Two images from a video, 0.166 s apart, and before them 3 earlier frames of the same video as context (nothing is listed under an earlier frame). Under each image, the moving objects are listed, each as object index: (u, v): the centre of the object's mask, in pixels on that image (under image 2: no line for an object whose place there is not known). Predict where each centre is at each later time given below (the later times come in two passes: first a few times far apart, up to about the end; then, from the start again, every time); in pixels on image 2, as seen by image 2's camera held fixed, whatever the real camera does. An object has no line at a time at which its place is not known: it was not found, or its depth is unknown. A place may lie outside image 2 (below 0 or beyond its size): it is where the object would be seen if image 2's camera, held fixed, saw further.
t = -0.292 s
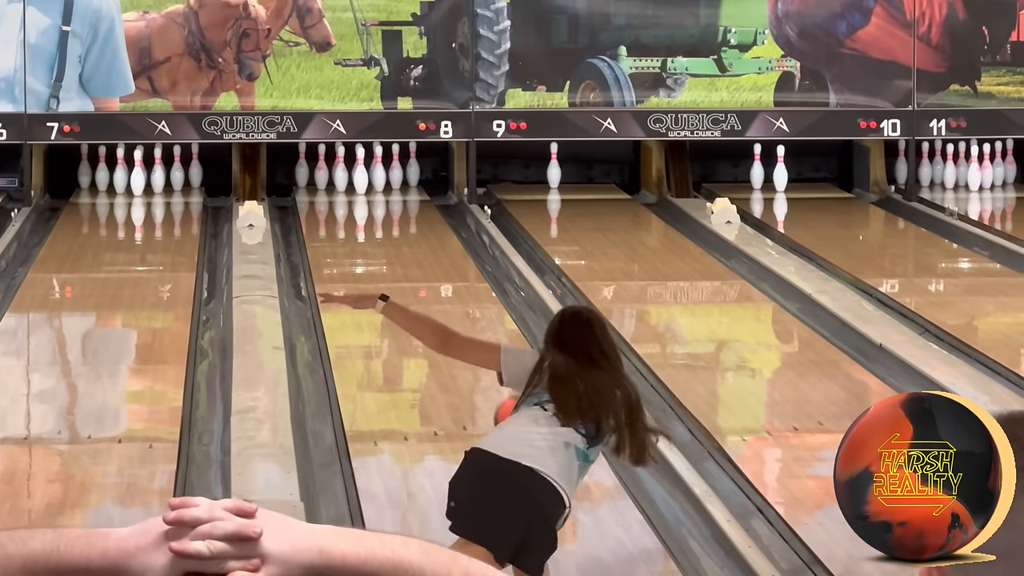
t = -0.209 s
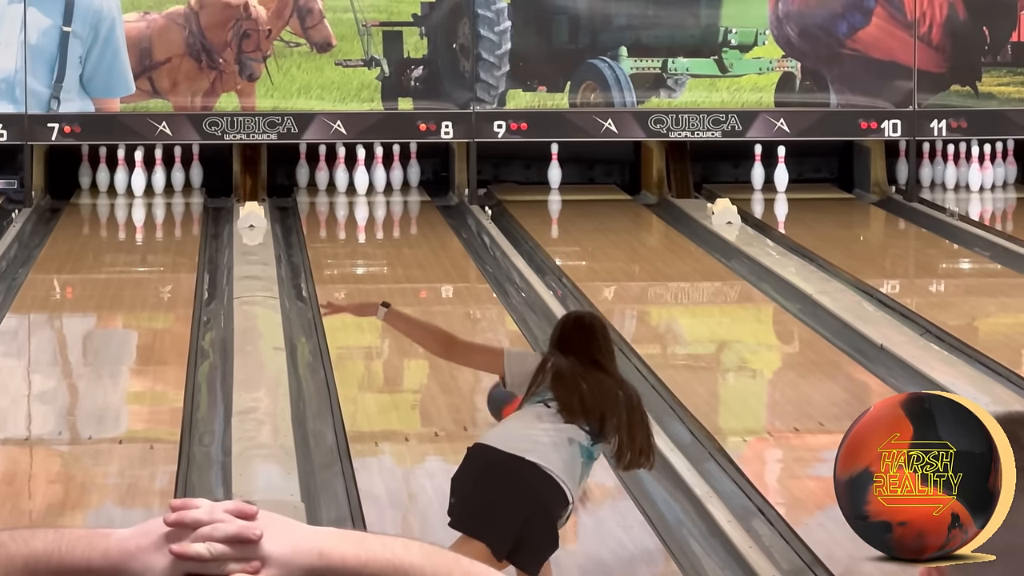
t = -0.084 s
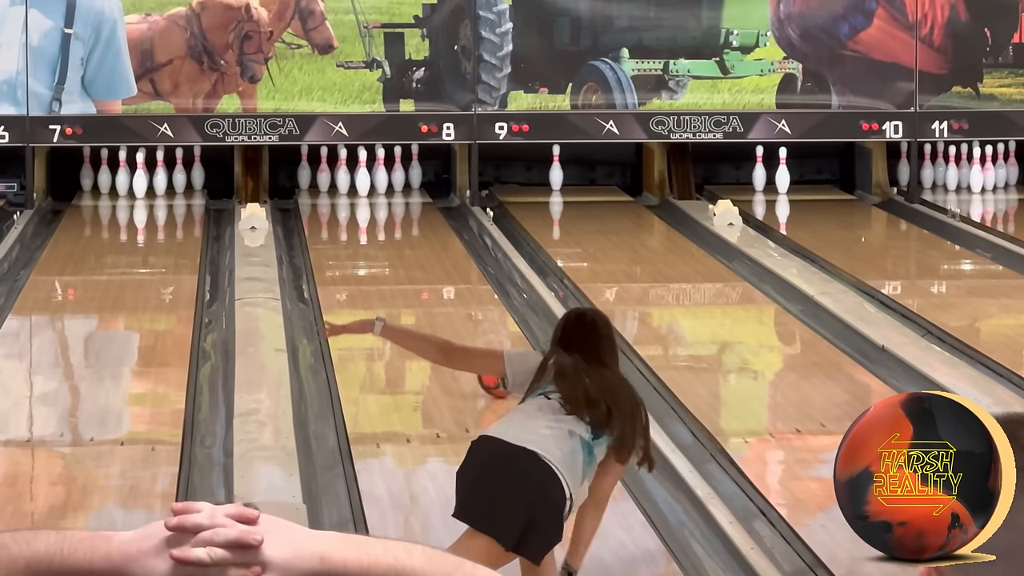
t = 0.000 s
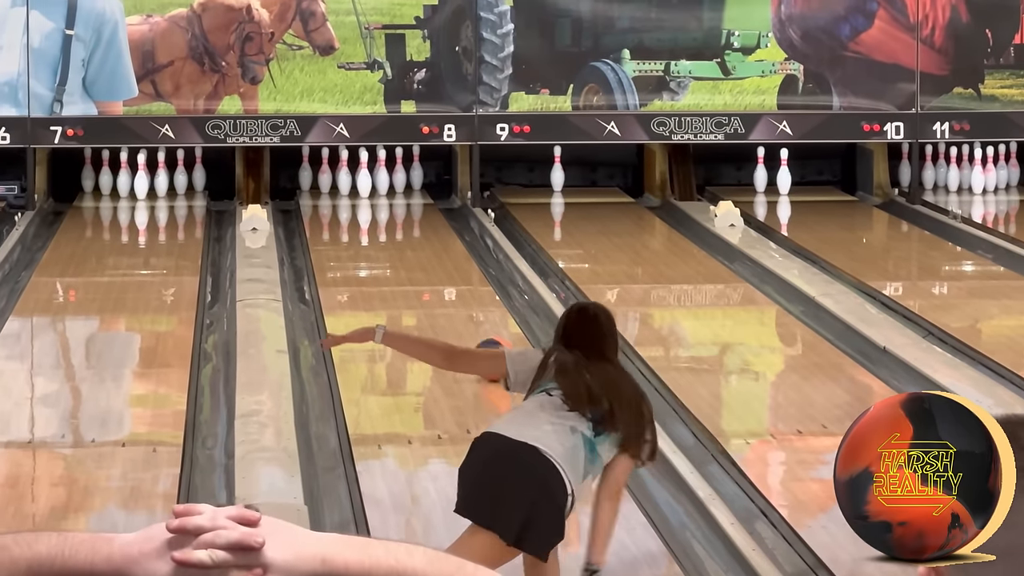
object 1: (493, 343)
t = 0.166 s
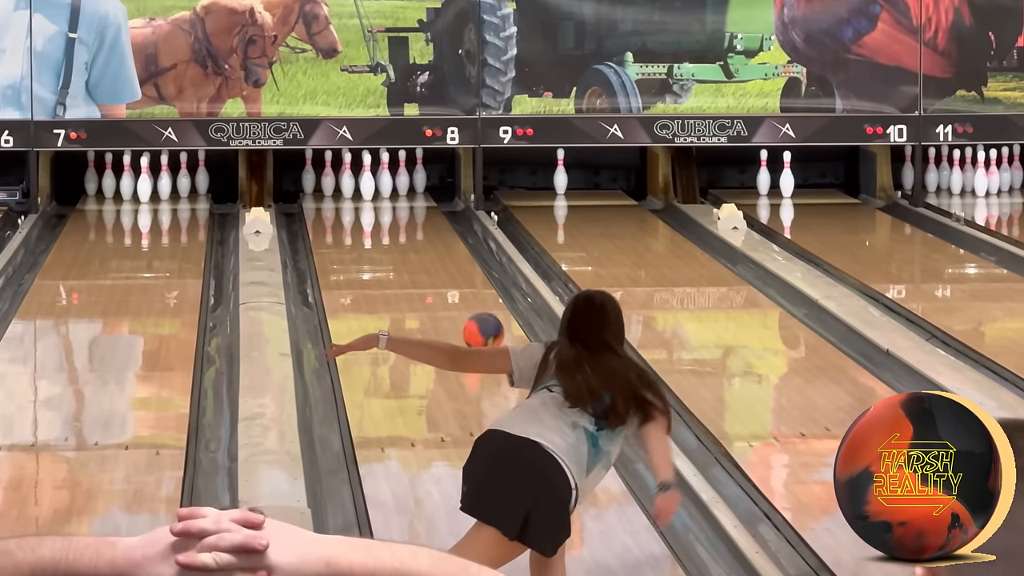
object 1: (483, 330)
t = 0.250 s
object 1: (477, 319)
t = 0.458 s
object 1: (463, 292)
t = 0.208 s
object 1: (480, 326)
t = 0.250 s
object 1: (477, 319)
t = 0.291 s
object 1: (475, 314)
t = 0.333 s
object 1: (471, 307)
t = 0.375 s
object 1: (468, 302)
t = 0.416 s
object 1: (465, 296)
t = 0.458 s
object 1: (463, 292)
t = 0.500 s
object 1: (460, 286)
